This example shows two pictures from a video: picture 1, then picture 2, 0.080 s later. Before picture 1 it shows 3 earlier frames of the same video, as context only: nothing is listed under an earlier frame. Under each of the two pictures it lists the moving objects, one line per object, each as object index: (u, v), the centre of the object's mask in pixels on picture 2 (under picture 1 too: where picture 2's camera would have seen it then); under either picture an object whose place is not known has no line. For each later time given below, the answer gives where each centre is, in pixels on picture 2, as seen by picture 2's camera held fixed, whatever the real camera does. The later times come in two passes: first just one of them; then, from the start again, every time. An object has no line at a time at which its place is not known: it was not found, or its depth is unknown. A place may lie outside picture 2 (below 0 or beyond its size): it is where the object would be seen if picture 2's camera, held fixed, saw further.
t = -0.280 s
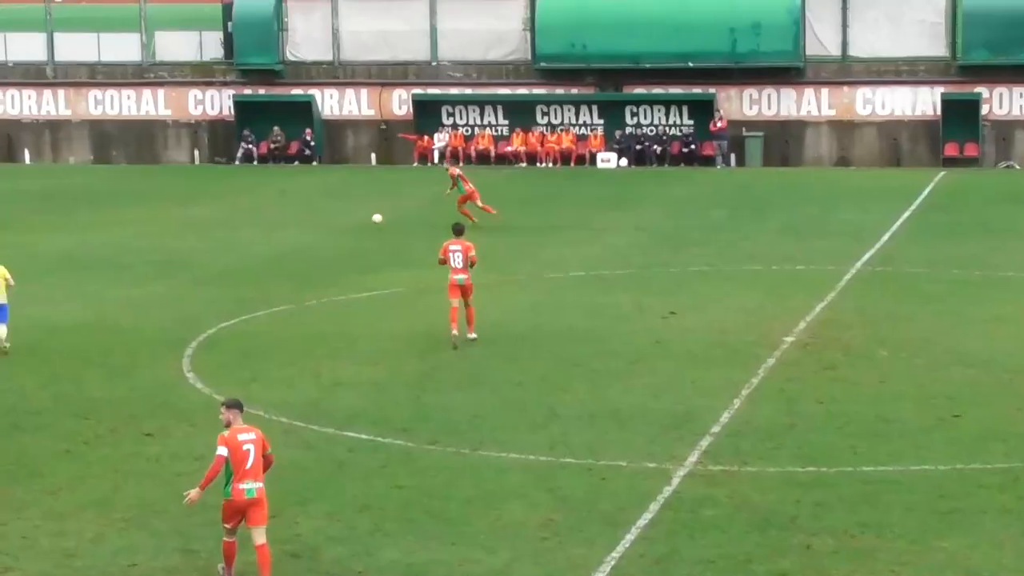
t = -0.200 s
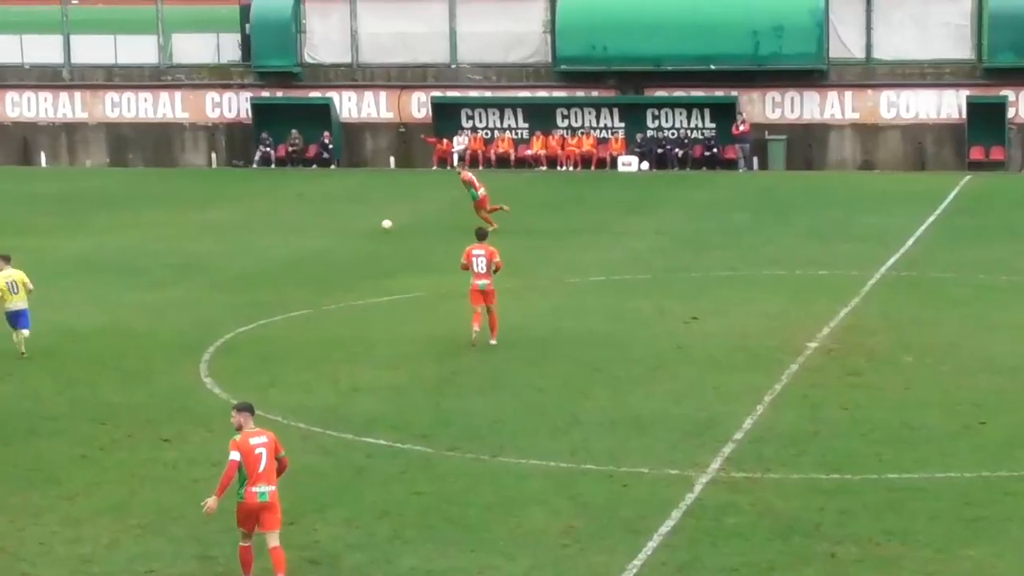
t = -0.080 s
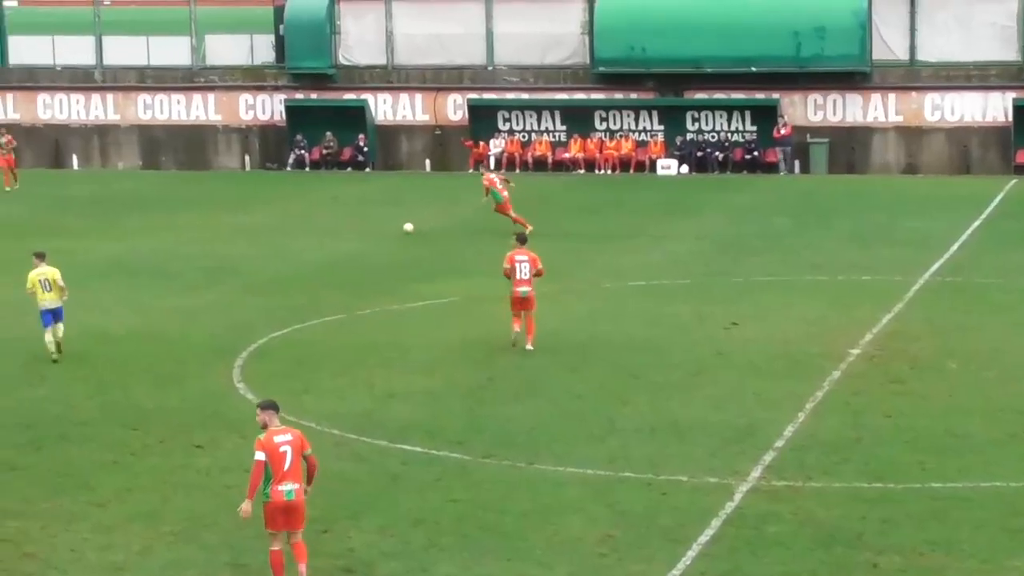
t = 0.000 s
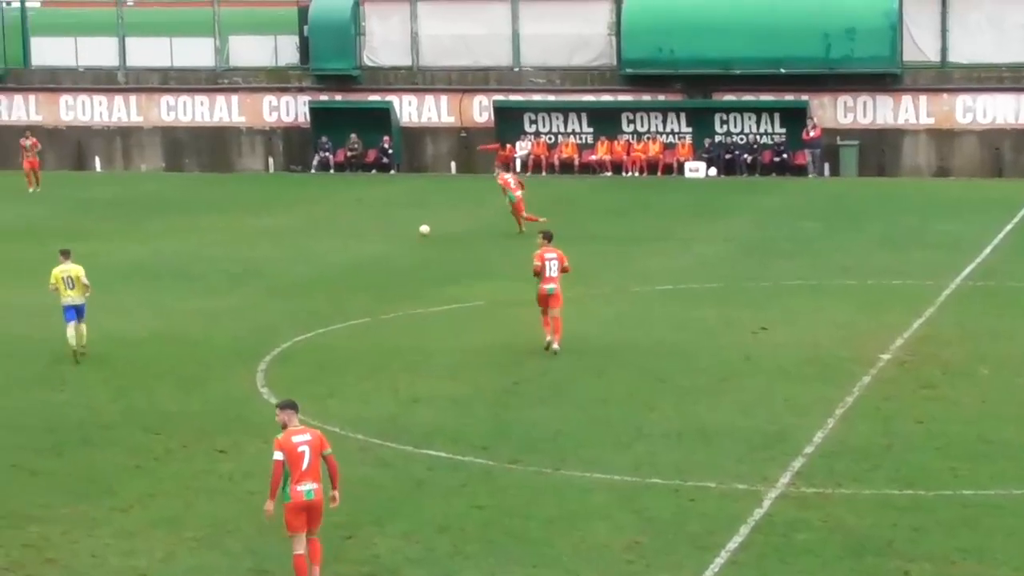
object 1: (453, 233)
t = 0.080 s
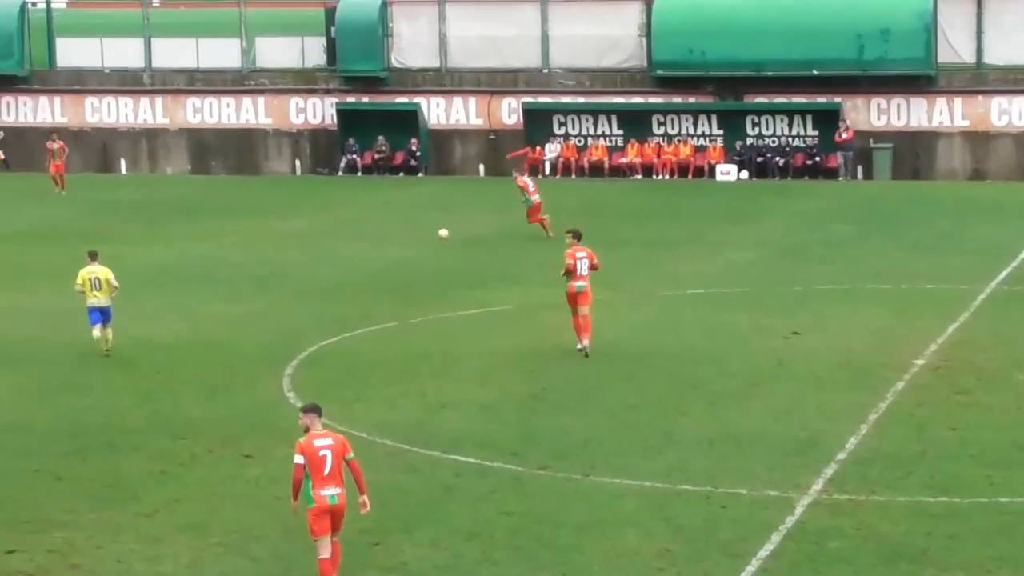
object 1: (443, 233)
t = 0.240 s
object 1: (425, 230)
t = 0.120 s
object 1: (438, 231)
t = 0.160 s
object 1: (434, 230)
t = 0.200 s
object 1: (430, 230)
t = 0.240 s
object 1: (425, 230)
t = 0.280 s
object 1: (422, 230)
